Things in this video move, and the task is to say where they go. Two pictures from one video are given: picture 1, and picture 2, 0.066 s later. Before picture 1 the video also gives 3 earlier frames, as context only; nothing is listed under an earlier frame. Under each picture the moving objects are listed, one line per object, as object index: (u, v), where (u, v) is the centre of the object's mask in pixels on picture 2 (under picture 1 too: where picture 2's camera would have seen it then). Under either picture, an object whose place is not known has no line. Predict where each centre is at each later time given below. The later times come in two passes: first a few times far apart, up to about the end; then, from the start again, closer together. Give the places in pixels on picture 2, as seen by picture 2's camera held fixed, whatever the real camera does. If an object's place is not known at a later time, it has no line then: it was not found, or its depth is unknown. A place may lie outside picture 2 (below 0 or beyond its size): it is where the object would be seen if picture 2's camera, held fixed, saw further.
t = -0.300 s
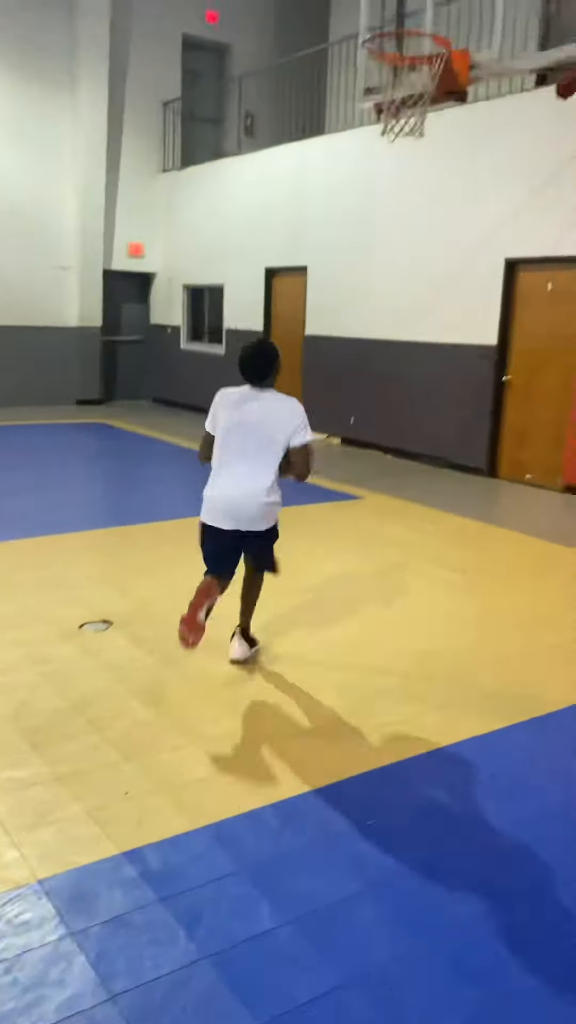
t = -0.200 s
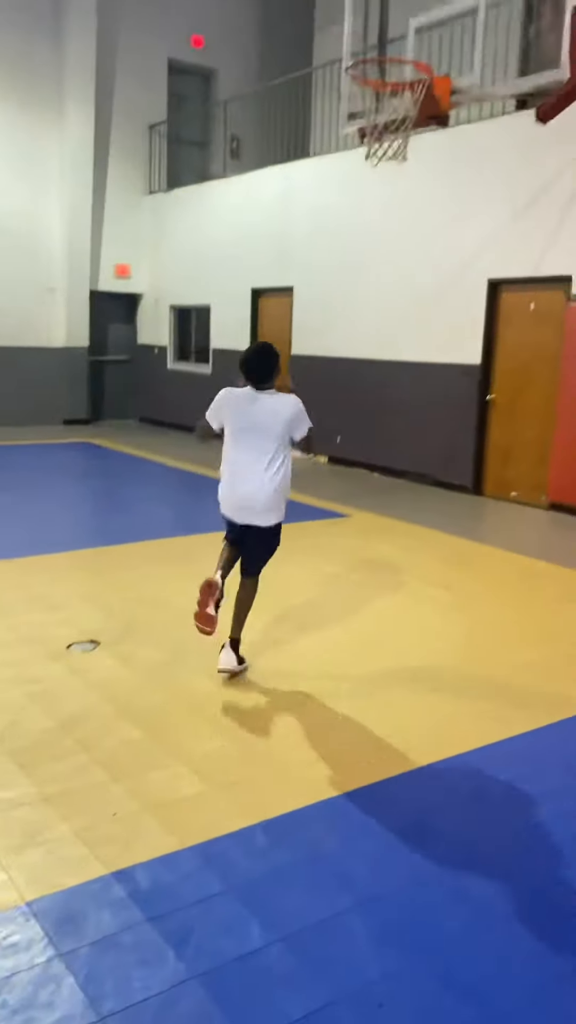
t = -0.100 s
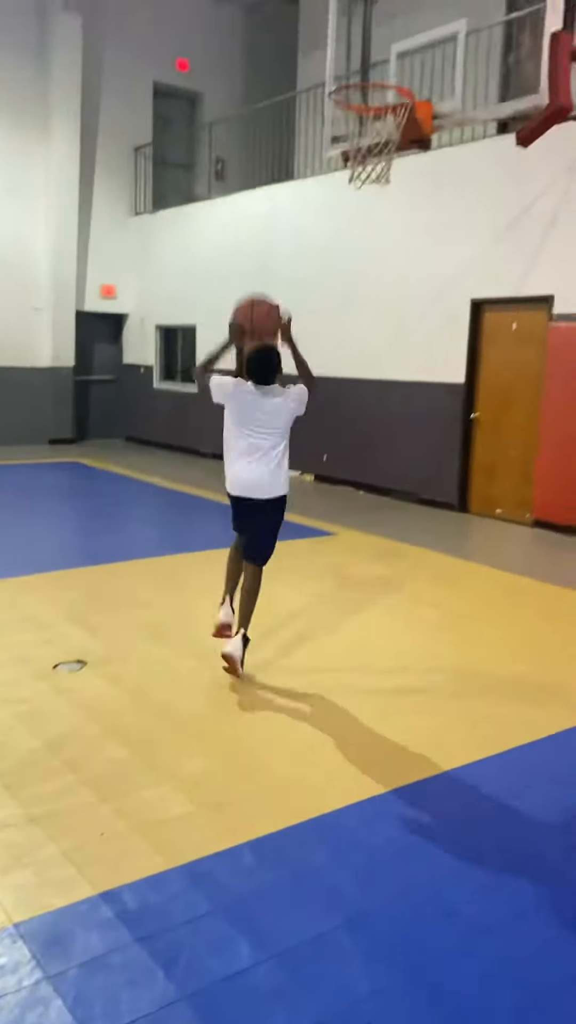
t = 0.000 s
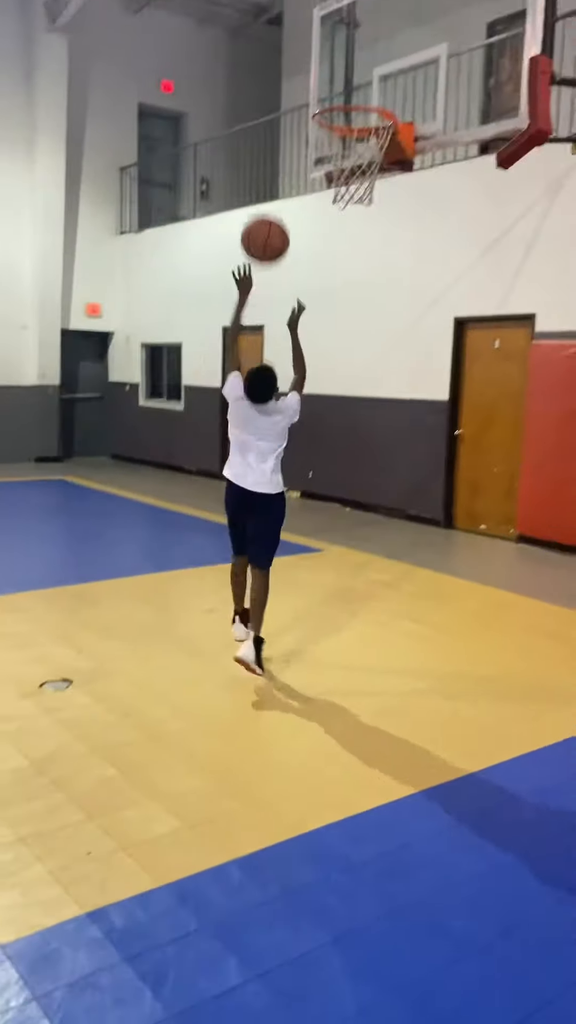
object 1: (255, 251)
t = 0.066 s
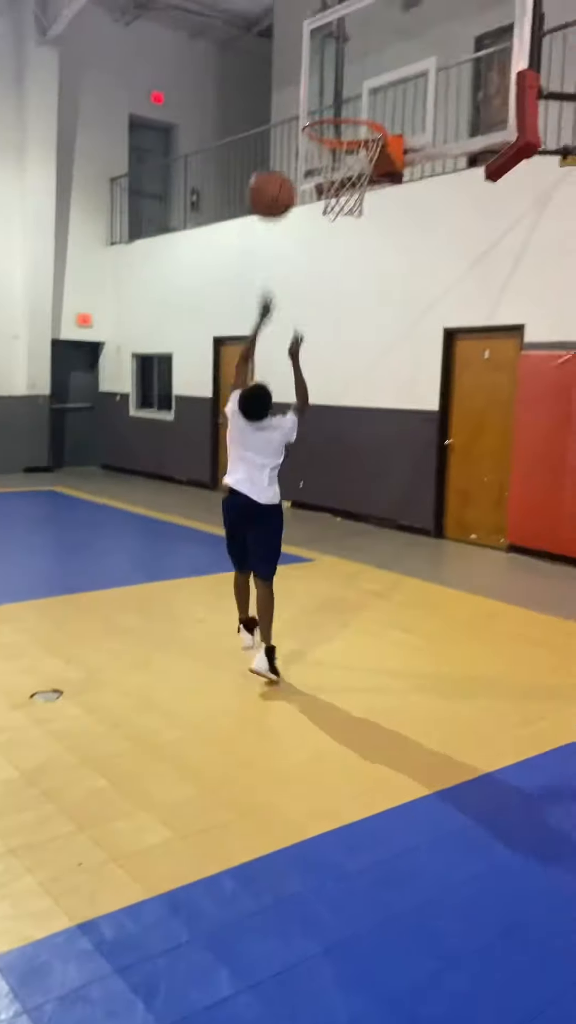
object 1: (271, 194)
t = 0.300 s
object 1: (318, 84)
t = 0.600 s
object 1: (367, 104)
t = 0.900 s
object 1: (328, 94)
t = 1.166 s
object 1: (311, 100)
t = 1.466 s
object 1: (293, 113)
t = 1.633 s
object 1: (278, 171)
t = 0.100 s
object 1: (278, 171)
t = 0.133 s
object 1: (285, 150)
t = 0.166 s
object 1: (292, 131)
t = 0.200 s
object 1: (300, 116)
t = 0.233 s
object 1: (305, 103)
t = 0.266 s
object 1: (312, 92)
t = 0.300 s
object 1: (318, 84)
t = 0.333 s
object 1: (324, 78)
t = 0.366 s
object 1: (330, 74)
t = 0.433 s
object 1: (342, 73)
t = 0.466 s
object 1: (347, 75)
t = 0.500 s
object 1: (352, 80)
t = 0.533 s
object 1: (358, 87)
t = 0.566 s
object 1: (363, 95)
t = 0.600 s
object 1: (367, 104)
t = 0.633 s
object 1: (373, 111)
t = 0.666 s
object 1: (367, 110)
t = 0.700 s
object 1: (362, 102)
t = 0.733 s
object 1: (357, 96)
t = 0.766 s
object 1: (351, 92)
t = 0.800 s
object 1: (345, 90)
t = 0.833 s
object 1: (340, 89)
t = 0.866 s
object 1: (334, 90)
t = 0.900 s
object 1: (328, 94)
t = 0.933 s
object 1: (321, 99)
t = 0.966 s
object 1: (315, 105)
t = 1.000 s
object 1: (314, 102)
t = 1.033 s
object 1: (314, 99)
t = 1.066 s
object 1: (313, 98)
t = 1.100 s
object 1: (312, 99)
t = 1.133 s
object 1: (311, 101)
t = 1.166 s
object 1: (311, 100)
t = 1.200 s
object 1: (310, 100)
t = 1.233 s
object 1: (308, 100)
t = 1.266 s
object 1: (307, 100)
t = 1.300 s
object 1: (305, 101)
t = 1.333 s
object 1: (303, 101)
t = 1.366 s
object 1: (301, 102)
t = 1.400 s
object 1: (298, 105)
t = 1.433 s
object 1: (296, 108)
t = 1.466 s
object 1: (293, 113)
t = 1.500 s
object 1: (289, 121)
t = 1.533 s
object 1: (286, 131)
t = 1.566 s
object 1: (283, 142)
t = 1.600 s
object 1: (281, 156)
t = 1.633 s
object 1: (278, 171)
